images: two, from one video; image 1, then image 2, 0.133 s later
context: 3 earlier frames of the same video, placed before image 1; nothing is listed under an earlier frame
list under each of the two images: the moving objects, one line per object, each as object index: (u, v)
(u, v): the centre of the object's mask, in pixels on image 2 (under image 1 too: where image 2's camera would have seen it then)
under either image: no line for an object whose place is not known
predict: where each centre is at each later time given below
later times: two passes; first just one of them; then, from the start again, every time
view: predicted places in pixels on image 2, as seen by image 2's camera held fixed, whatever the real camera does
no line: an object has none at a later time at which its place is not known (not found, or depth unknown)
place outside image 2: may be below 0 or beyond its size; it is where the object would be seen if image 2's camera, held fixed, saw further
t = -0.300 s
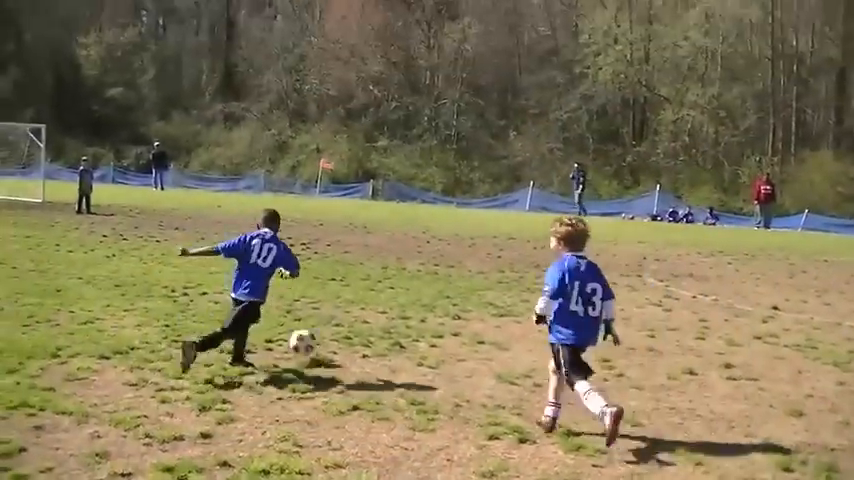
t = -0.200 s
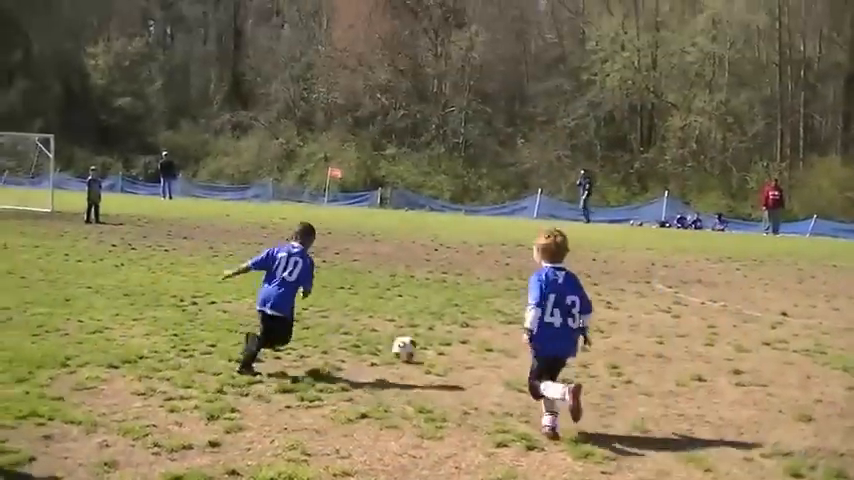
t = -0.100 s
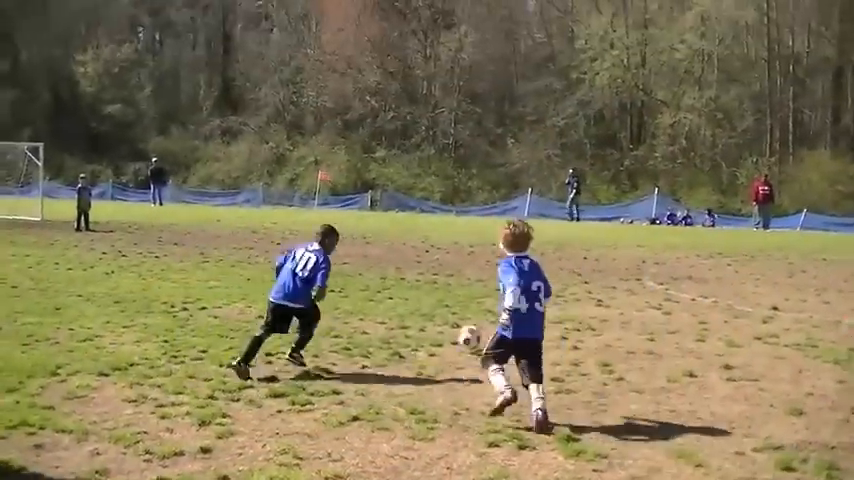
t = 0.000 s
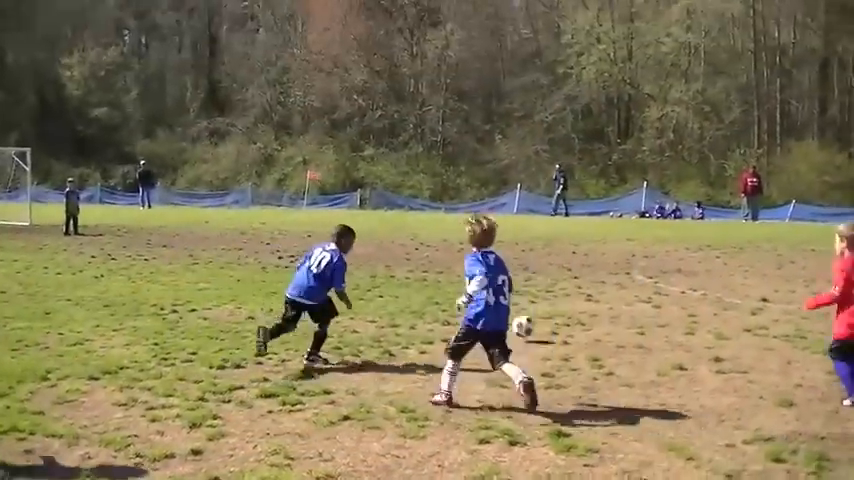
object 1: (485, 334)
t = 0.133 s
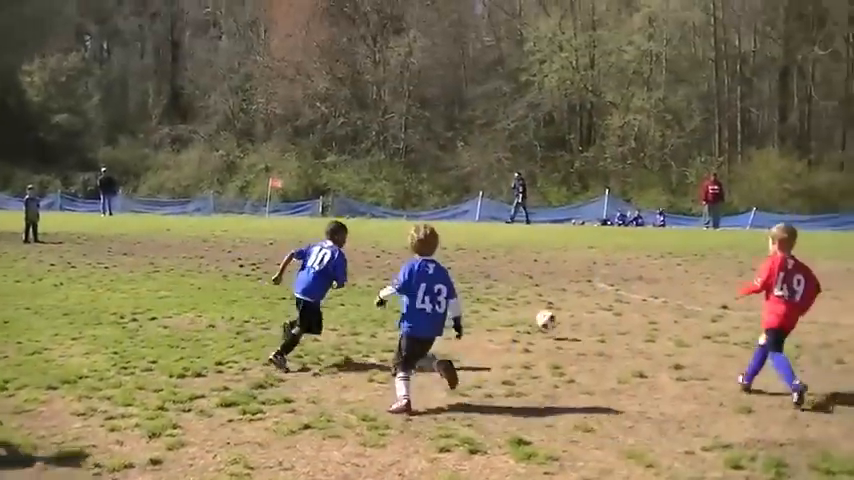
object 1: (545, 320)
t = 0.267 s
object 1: (590, 310)
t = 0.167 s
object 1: (557, 314)
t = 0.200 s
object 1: (568, 312)
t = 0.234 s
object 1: (580, 310)
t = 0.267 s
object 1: (590, 310)
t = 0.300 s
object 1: (599, 310)
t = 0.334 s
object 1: (610, 312)
